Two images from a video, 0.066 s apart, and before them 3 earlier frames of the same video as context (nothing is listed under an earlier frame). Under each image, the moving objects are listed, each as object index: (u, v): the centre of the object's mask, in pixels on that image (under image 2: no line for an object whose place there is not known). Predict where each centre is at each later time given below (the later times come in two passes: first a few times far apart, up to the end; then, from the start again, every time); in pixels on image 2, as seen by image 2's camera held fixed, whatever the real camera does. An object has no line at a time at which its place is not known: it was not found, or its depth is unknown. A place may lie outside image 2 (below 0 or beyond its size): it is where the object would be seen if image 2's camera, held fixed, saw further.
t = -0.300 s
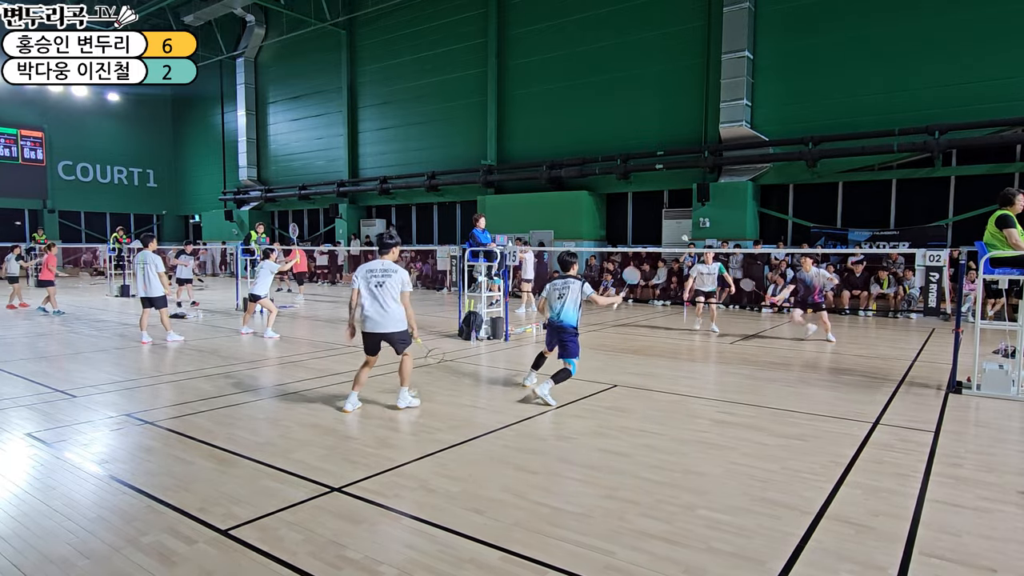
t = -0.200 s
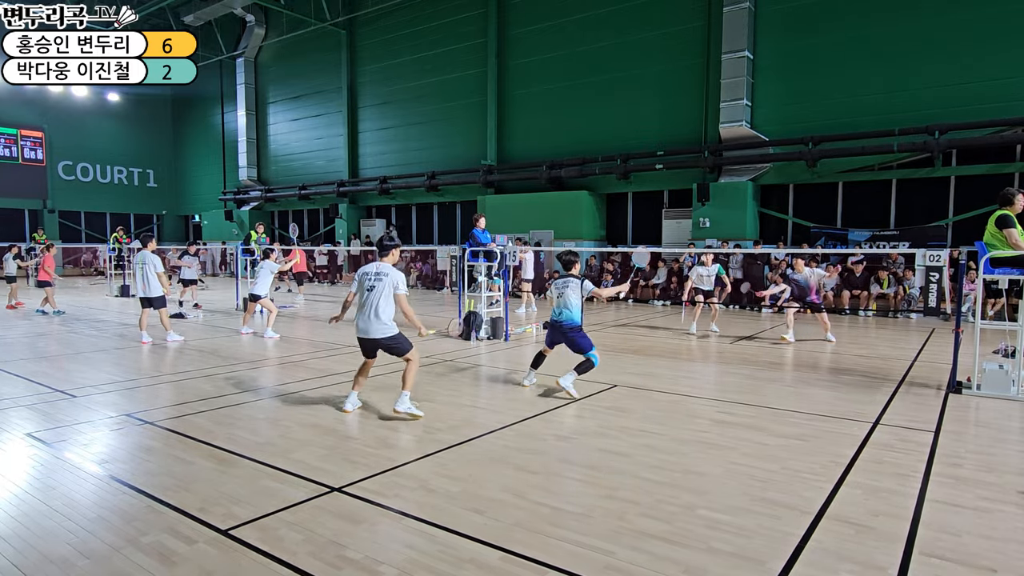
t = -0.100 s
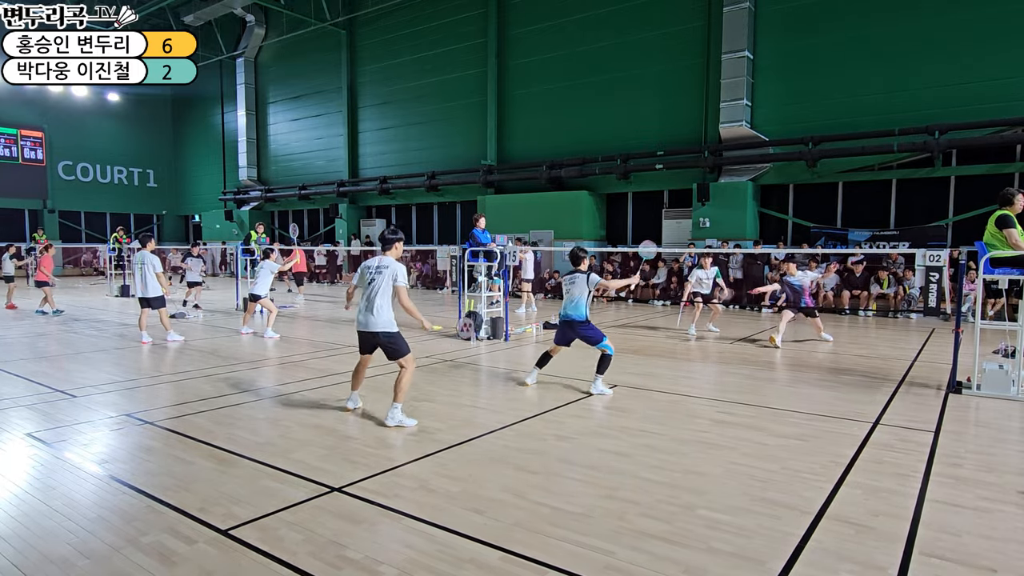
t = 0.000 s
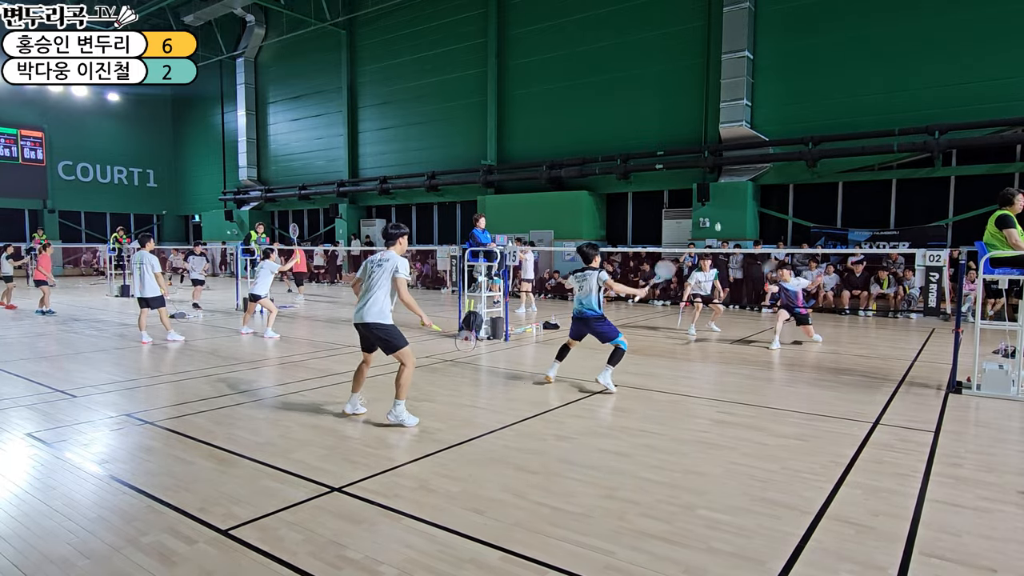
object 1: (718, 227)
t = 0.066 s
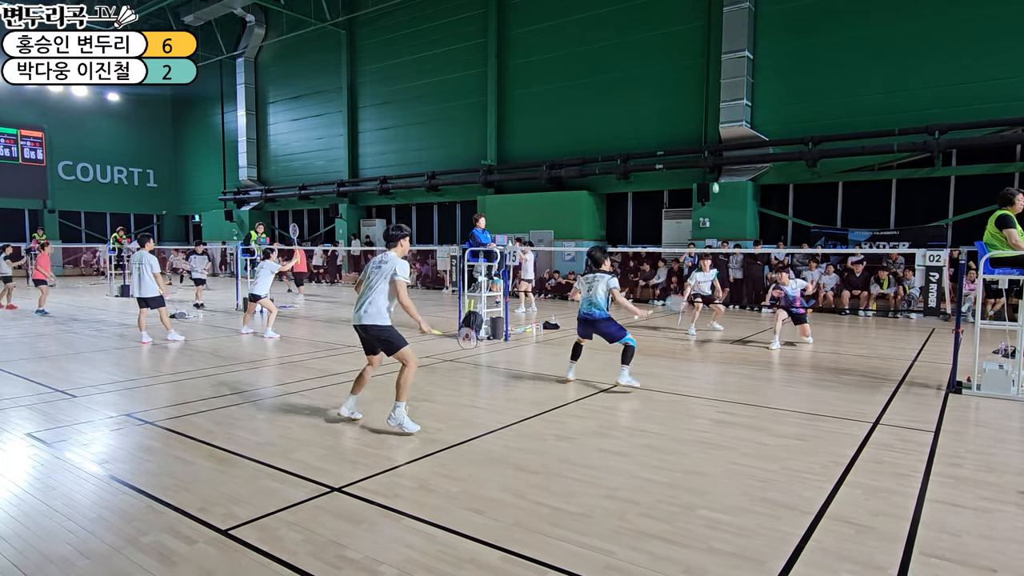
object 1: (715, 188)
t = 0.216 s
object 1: (708, 115)
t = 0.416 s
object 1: (697, 49)
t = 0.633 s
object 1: (678, 27)
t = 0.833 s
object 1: (652, 72)
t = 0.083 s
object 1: (715, 178)
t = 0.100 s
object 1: (714, 170)
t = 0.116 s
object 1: (713, 161)
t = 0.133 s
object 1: (712, 153)
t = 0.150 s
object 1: (711, 145)
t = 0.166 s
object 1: (710, 137)
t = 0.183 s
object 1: (710, 129)
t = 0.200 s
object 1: (709, 122)
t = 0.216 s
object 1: (708, 115)
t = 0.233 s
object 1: (707, 108)
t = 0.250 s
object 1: (706, 102)
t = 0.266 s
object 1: (706, 95)
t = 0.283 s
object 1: (705, 89)
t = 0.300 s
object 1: (704, 83)
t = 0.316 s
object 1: (703, 77)
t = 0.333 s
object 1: (702, 72)
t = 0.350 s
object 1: (701, 67)
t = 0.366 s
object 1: (700, 62)
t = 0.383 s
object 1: (699, 57)
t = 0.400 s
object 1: (698, 53)
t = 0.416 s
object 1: (697, 49)
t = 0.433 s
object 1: (696, 45)
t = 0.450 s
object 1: (694, 42)
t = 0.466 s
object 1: (693, 39)
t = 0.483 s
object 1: (692, 36)
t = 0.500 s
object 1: (690, 34)
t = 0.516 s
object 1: (689, 31)
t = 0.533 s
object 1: (688, 30)
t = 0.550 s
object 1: (686, 28)
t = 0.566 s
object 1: (685, 27)
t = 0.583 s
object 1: (683, 27)
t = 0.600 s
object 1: (681, 26)
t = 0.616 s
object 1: (680, 27)
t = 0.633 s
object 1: (678, 27)
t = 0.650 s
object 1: (676, 28)
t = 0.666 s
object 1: (674, 29)
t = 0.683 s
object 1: (672, 31)
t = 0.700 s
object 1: (670, 34)
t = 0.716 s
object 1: (668, 37)
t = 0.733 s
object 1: (666, 40)
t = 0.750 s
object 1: (664, 44)
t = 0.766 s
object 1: (662, 49)
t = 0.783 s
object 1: (659, 54)
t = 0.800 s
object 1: (657, 59)
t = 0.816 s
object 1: (655, 65)
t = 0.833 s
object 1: (652, 72)
